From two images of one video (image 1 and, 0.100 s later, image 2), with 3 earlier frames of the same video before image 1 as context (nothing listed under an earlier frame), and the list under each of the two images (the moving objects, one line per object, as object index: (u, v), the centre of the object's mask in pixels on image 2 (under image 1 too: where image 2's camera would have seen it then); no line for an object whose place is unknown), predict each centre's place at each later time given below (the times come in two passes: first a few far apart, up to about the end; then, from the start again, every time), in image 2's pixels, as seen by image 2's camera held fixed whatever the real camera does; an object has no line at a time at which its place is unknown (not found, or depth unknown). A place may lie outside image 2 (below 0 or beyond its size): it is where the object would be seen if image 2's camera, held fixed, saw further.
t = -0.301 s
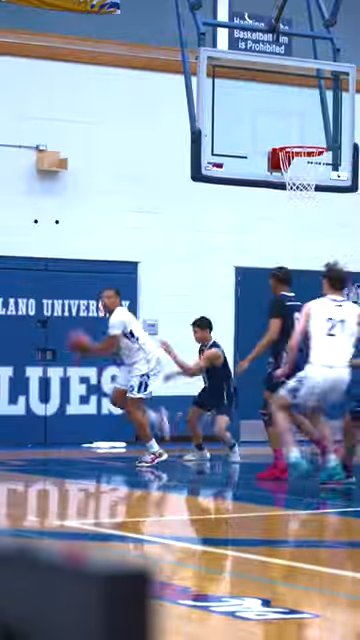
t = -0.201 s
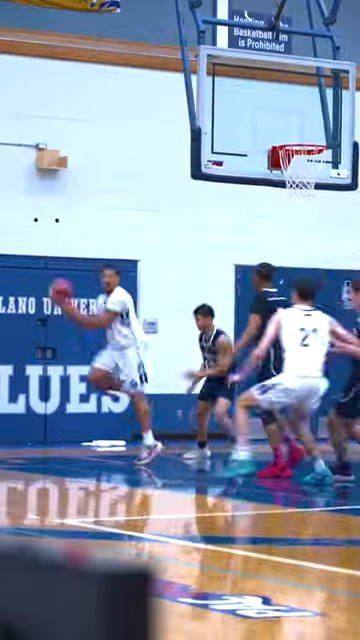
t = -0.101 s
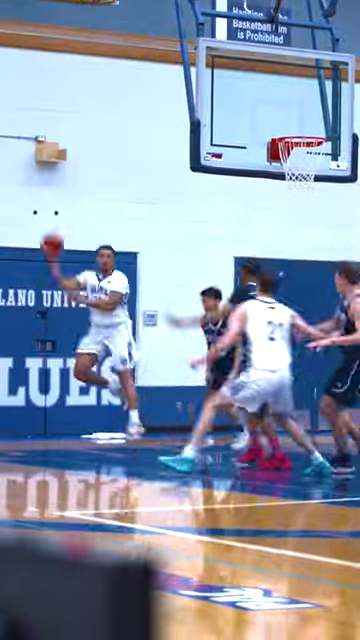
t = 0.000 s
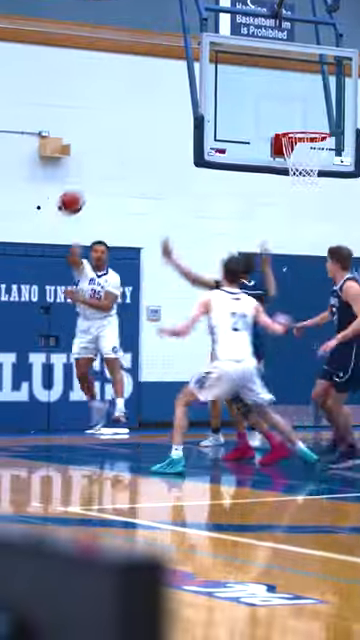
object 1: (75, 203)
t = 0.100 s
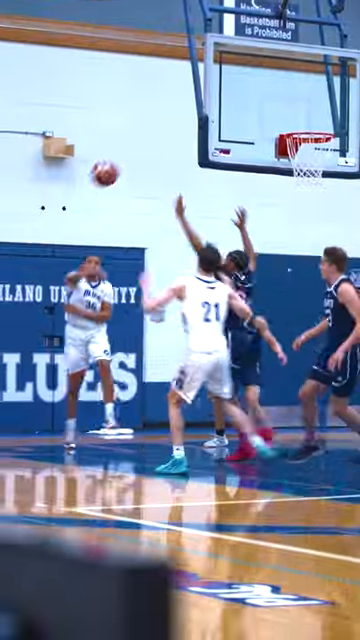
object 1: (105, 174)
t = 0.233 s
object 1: (148, 145)
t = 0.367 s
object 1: (199, 134)
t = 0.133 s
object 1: (115, 165)
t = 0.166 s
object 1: (125, 157)
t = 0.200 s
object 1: (136, 151)
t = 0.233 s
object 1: (148, 145)
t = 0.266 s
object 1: (160, 141)
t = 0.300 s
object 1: (173, 137)
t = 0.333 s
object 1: (186, 136)
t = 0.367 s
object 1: (199, 134)
